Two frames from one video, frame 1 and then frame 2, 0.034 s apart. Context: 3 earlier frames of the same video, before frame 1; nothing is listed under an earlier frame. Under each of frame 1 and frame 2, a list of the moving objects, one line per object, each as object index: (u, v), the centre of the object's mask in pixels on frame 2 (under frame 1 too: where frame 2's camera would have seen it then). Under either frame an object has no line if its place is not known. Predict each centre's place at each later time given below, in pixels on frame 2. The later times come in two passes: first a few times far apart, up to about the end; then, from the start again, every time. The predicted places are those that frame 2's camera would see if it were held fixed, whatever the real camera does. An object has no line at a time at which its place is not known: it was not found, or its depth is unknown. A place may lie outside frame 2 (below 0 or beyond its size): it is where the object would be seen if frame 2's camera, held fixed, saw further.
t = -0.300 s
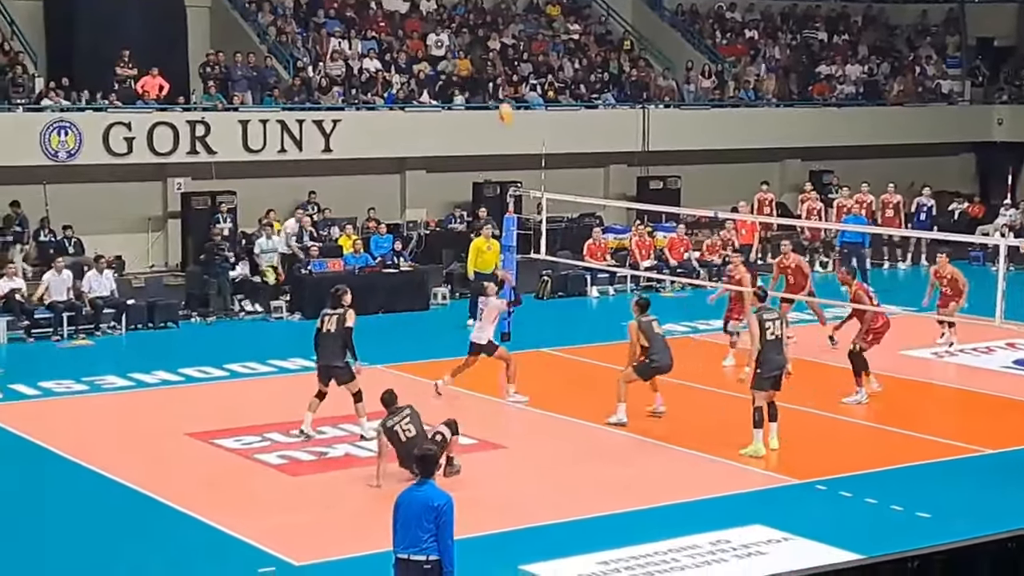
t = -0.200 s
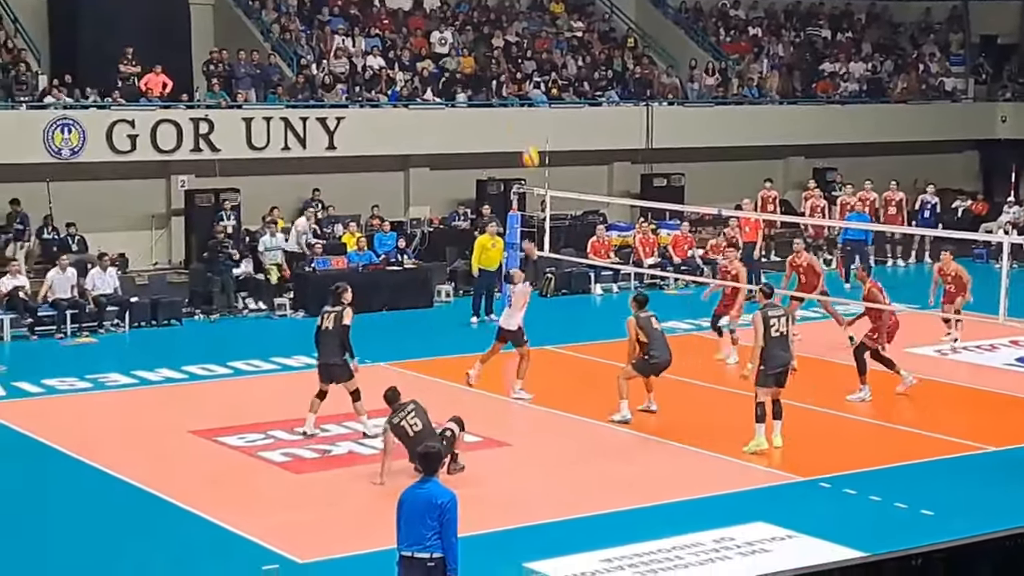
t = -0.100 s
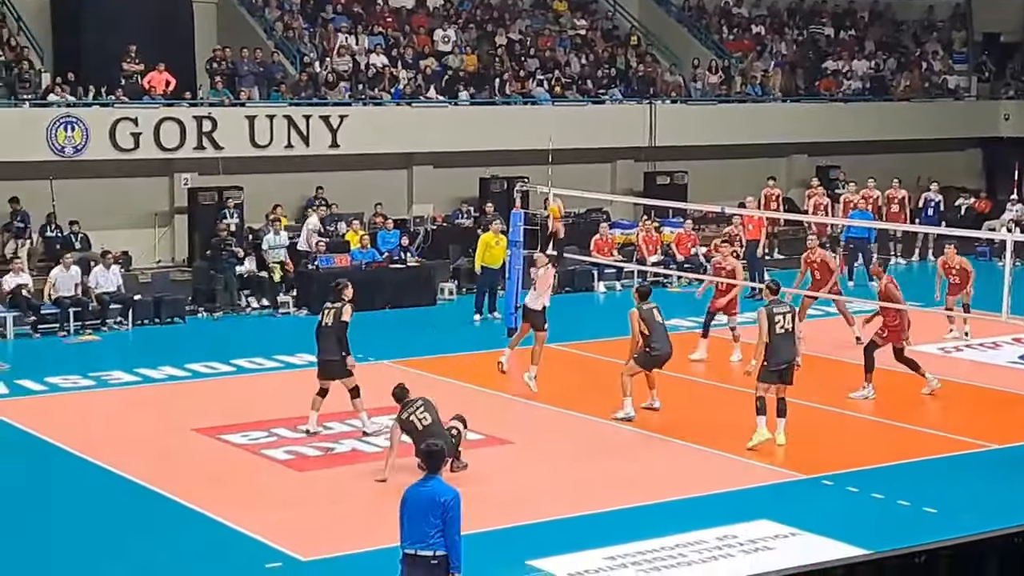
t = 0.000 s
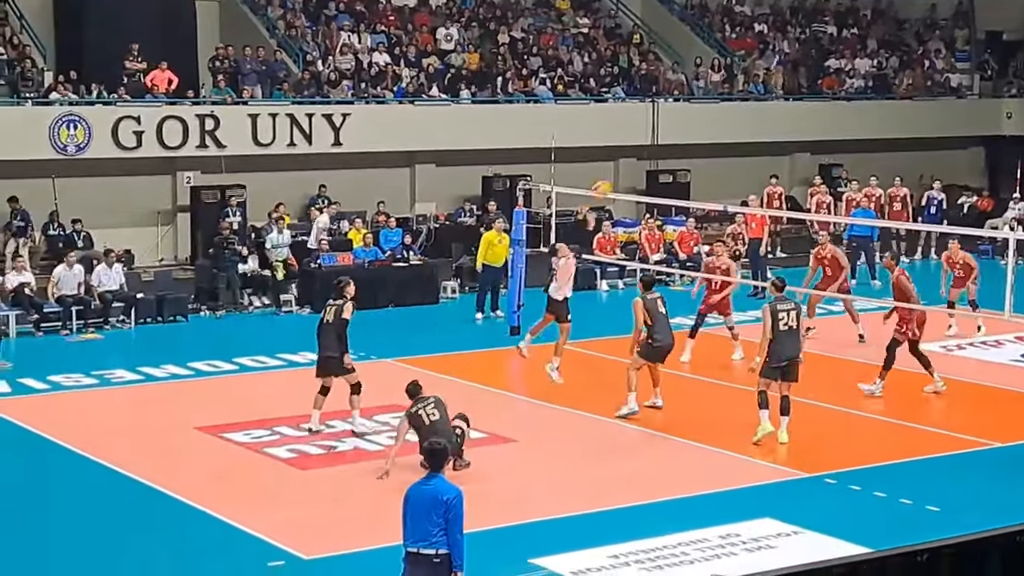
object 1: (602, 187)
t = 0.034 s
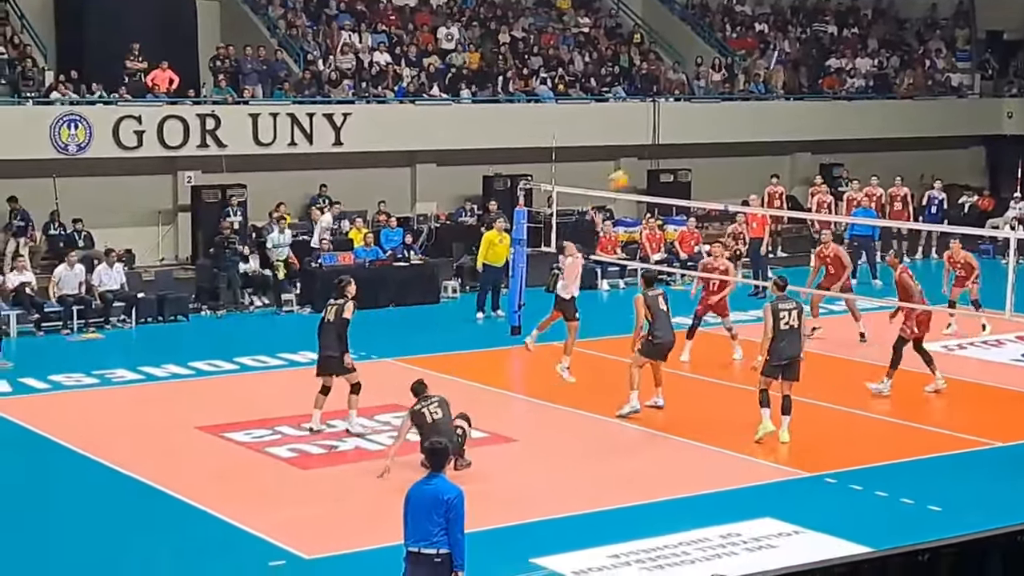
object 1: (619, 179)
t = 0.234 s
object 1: (711, 142)
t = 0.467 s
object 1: (811, 137)
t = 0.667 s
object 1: (890, 166)
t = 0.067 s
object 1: (635, 169)
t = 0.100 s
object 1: (651, 162)
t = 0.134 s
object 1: (666, 156)
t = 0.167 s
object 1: (681, 150)
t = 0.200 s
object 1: (697, 146)
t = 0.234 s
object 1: (711, 142)
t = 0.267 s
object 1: (726, 140)
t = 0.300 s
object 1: (741, 137)
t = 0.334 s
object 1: (755, 135)
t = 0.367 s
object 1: (770, 134)
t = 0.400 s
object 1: (784, 135)
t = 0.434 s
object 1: (797, 136)
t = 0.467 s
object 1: (811, 137)
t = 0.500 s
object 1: (825, 141)
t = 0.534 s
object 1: (838, 144)
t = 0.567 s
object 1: (852, 148)
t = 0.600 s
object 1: (864, 154)
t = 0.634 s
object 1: (877, 160)
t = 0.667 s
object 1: (890, 166)
